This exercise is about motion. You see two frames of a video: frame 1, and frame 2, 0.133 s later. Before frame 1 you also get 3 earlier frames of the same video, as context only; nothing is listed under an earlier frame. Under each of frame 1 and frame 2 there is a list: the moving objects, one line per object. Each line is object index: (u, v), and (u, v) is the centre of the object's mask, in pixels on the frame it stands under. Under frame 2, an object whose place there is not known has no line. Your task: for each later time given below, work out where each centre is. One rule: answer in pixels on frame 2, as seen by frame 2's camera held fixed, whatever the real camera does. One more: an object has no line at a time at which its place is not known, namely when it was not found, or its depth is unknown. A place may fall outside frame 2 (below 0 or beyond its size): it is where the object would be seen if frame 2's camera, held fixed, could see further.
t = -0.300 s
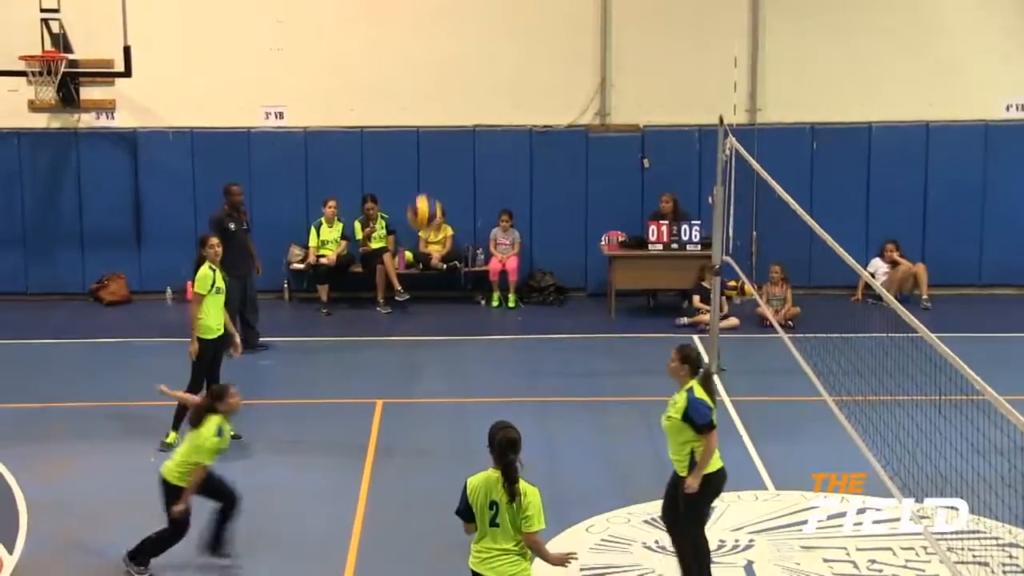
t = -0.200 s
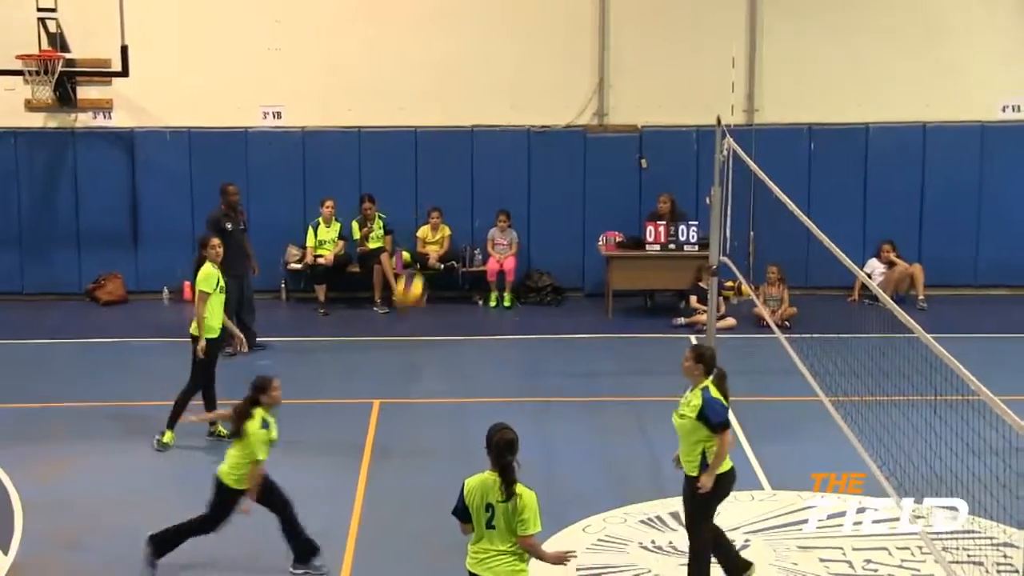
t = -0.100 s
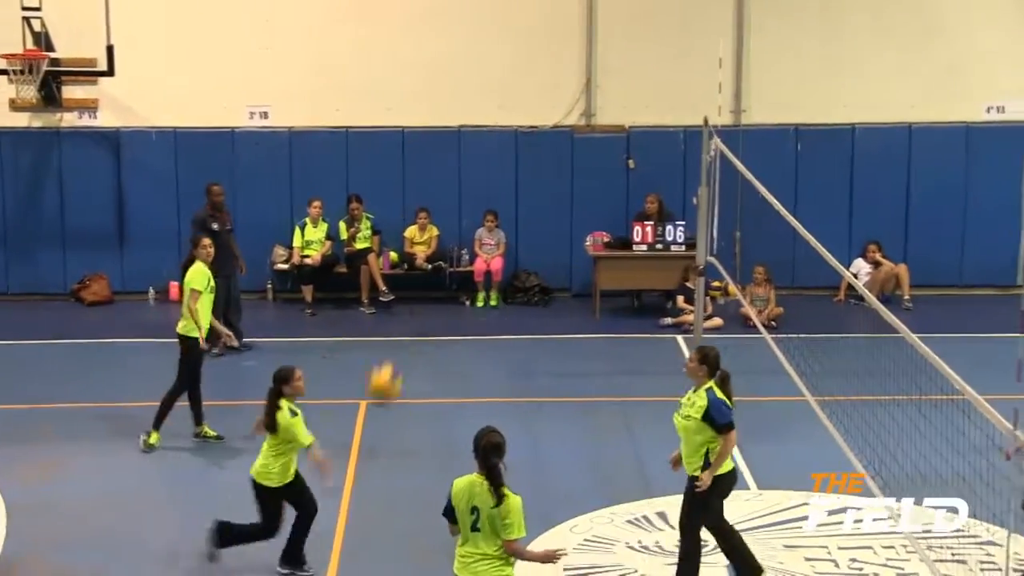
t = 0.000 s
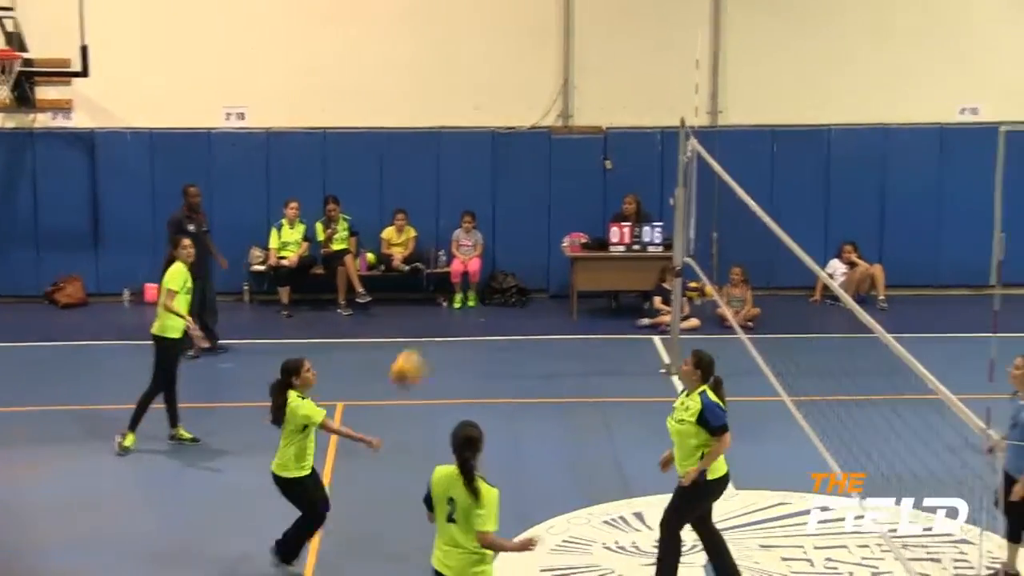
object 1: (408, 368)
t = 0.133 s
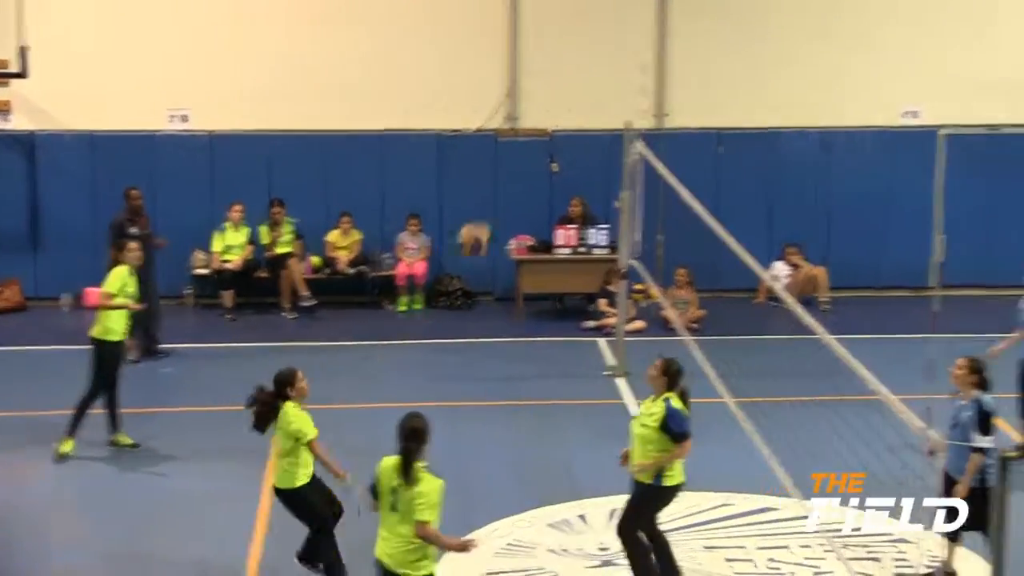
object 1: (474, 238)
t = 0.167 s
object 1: (503, 211)
